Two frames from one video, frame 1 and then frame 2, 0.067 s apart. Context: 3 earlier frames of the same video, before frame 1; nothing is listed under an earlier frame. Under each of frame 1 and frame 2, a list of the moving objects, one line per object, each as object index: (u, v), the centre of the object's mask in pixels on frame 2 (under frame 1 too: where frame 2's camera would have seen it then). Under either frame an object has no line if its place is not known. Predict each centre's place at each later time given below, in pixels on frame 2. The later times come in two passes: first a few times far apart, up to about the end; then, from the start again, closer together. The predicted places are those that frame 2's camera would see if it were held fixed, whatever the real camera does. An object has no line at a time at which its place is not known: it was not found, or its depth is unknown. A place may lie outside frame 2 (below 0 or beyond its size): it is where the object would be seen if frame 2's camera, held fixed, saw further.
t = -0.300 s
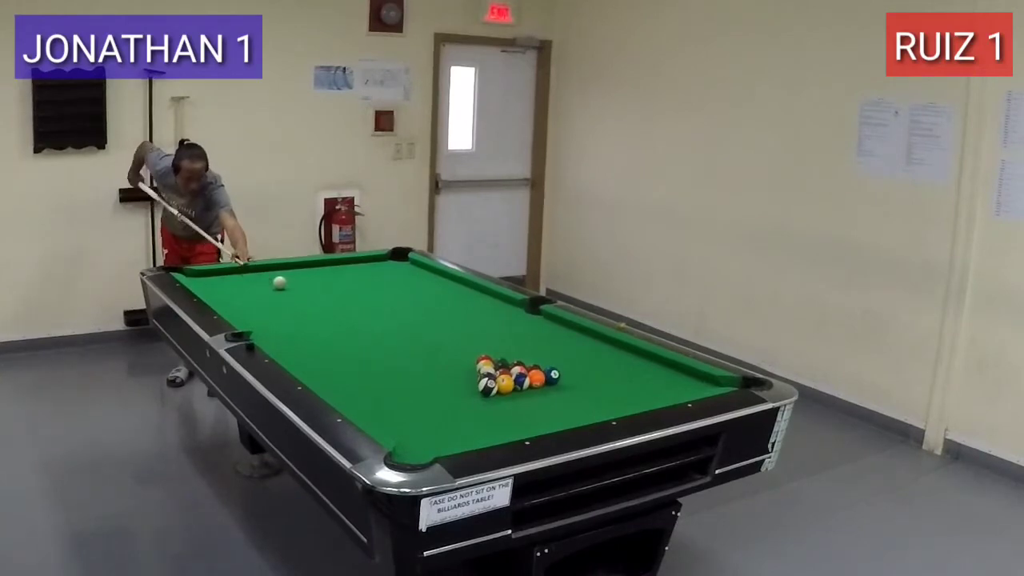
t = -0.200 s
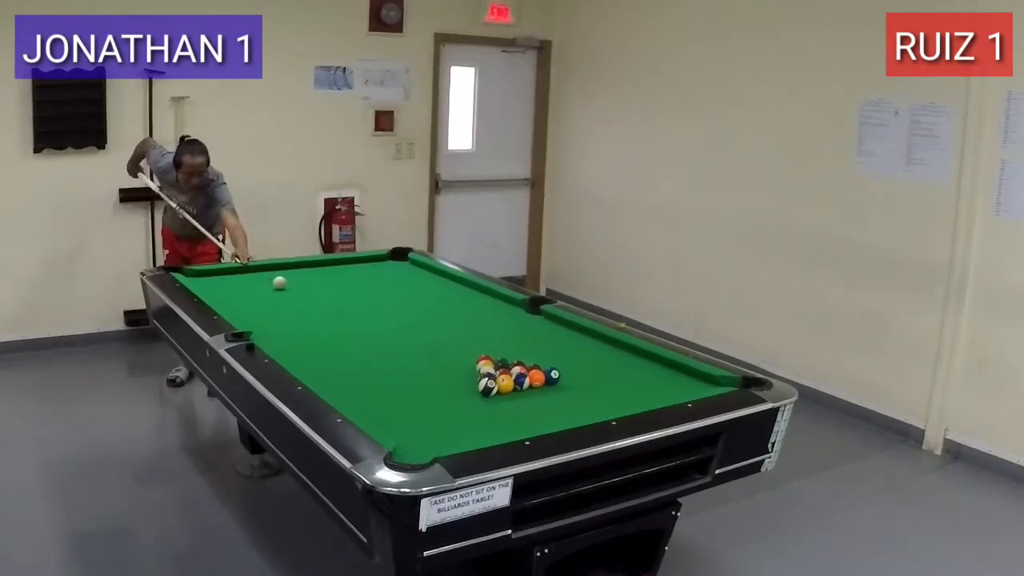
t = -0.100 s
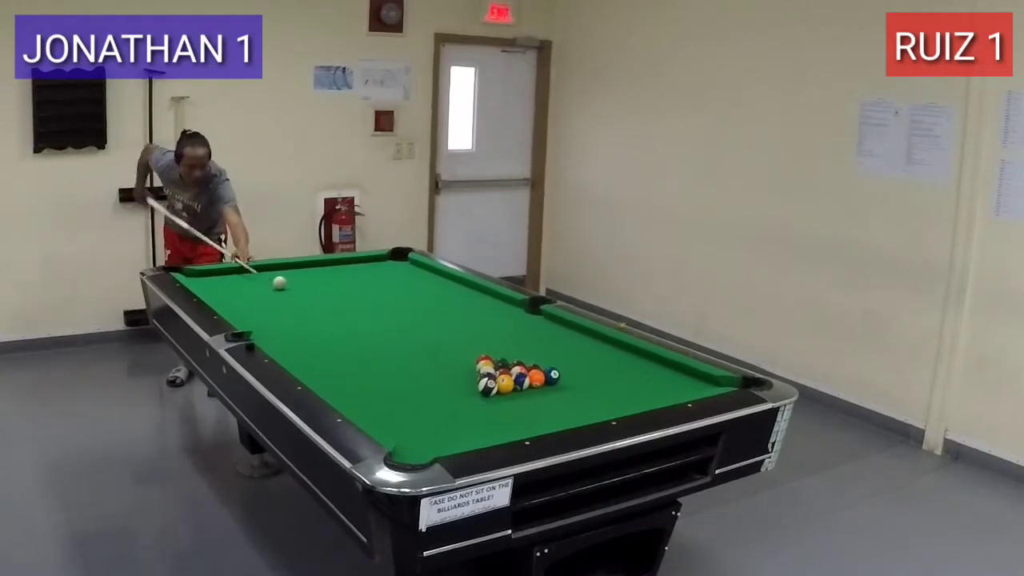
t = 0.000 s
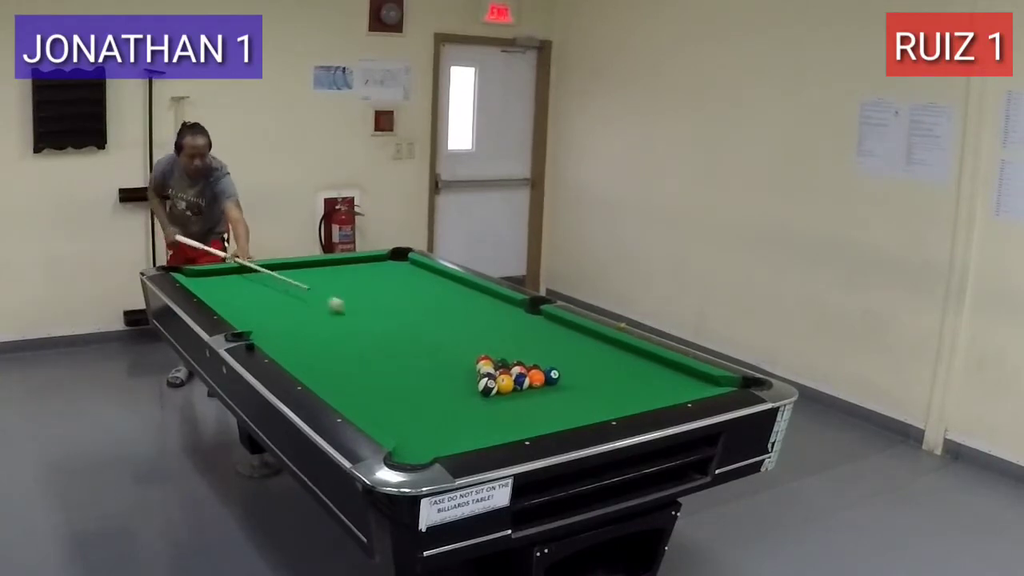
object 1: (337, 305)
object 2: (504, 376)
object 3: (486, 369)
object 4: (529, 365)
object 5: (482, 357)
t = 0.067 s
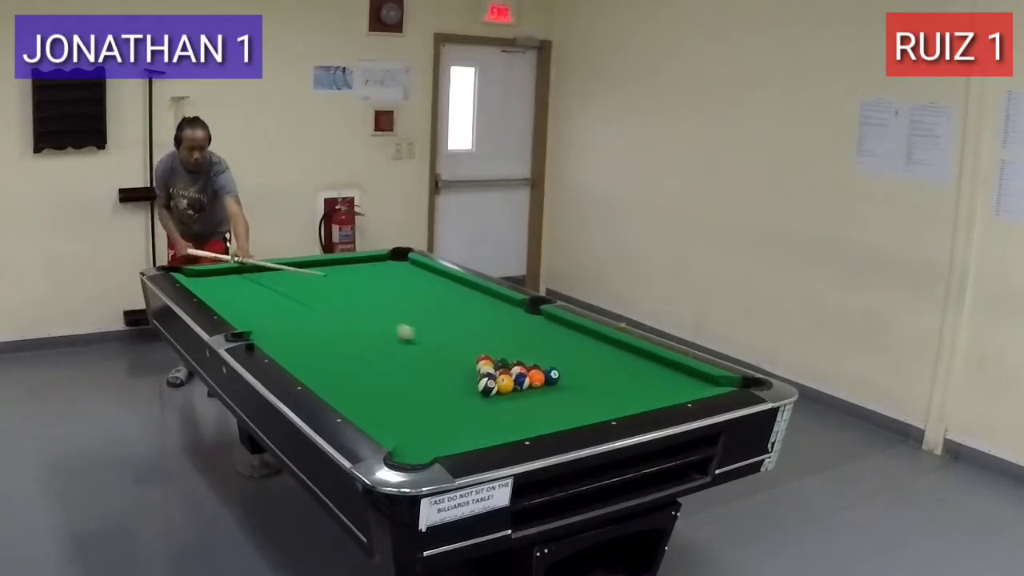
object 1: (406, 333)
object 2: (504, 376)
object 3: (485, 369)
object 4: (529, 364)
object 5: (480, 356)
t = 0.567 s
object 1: (431, 353)
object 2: (532, 418)
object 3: (449, 372)
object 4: (592, 358)
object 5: (448, 356)
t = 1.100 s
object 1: (405, 351)
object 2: (511, 403)
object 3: (414, 375)
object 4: (539, 337)
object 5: (423, 355)
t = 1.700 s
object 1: (386, 349)
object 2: (515, 401)
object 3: (386, 377)
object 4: (472, 317)
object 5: (409, 354)
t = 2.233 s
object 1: (380, 348)
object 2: (515, 401)
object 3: (369, 375)
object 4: (429, 304)
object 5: (406, 354)
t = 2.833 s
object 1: (380, 348)
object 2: (515, 401)
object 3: (361, 374)
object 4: (391, 292)
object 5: (406, 354)
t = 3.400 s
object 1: (380, 348)
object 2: (515, 401)
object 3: (359, 374)
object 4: (366, 284)
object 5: (406, 354)
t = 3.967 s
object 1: (380, 348)
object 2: (515, 401)
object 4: (349, 278)
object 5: (406, 354)
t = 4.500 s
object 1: (381, 348)
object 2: (515, 401)
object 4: (338, 275)
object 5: (406, 354)
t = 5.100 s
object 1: (380, 348)
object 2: (515, 401)
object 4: (332, 274)
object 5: (406, 354)
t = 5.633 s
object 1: (380, 348)
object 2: (515, 401)
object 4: (332, 274)
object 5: (406, 354)
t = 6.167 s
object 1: (380, 348)
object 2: (515, 401)
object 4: (332, 274)
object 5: (406, 354)
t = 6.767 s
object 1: (380, 348)
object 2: (515, 401)
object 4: (332, 274)
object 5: (406, 354)
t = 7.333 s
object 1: (380, 348)
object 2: (515, 401)
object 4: (332, 274)
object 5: (406, 354)
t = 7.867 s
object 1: (380, 348)
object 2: (515, 401)
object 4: (332, 274)
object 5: (406, 354)
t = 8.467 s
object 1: (380, 348)
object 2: (515, 401)
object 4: (332, 274)
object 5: (406, 354)
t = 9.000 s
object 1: (380, 348)
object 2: (515, 401)
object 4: (332, 274)
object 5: (406, 354)
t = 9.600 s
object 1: (381, 348)
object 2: (516, 401)
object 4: (332, 274)
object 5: (406, 354)
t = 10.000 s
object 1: (380, 348)
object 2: (515, 401)
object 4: (332, 274)
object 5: (406, 354)
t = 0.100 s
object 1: (445, 347)
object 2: (504, 376)
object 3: (485, 368)
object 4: (529, 364)
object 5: (481, 356)
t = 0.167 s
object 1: (465, 353)
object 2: (508, 382)
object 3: (478, 369)
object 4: (542, 366)
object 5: (481, 357)
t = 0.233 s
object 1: (454, 354)
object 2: (520, 399)
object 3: (475, 368)
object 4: (552, 365)
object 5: (474, 357)
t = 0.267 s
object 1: (450, 354)
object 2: (524, 404)
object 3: (472, 369)
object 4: (556, 363)
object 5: (471, 357)
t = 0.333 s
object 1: (443, 353)
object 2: (533, 412)
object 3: (467, 370)
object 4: (564, 365)
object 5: (465, 357)
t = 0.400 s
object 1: (439, 353)
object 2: (542, 419)
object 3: (461, 371)
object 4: (573, 363)
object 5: (461, 357)
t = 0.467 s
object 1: (436, 353)
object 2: (543, 421)
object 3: (456, 371)
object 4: (580, 360)
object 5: (456, 356)
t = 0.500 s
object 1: (434, 353)
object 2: (539, 420)
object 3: (453, 371)
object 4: (585, 360)
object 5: (453, 357)
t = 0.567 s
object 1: (431, 353)
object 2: (532, 418)
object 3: (449, 372)
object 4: (592, 358)
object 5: (448, 356)
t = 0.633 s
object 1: (428, 352)
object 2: (525, 416)
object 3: (444, 373)
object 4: (599, 356)
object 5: (443, 356)
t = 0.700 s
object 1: (425, 352)
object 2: (518, 412)
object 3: (439, 373)
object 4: (598, 353)
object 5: (438, 356)
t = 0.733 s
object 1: (423, 352)
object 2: (514, 410)
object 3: (437, 373)
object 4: (590, 351)
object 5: (439, 356)
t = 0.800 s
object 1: (419, 351)
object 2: (508, 407)
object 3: (432, 374)
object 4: (579, 349)
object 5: (434, 356)
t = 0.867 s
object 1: (415, 351)
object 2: (508, 406)
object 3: (428, 374)
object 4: (570, 345)
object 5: (432, 356)
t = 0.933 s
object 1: (412, 351)
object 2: (509, 405)
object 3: (424, 374)
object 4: (560, 343)
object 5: (430, 356)
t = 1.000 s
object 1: (409, 351)
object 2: (509, 405)
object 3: (420, 375)
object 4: (552, 341)
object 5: (427, 355)
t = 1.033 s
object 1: (408, 351)
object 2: (510, 404)
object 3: (417, 375)
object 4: (547, 339)
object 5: (426, 355)
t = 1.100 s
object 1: (405, 351)
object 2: (511, 403)
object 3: (414, 375)
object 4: (539, 337)
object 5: (423, 355)
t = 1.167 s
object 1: (402, 350)
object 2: (512, 403)
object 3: (411, 375)
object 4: (531, 334)
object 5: (421, 355)
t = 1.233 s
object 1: (400, 350)
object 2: (512, 403)
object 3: (407, 376)
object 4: (523, 332)
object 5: (419, 355)
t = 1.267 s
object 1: (398, 350)
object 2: (513, 403)
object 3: (405, 376)
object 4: (519, 331)
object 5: (418, 355)
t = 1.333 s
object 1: (396, 350)
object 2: (513, 402)
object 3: (402, 376)
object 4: (511, 328)
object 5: (416, 355)
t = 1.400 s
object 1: (393, 350)
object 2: (514, 402)
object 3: (398, 376)
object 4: (503, 327)
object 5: (415, 355)
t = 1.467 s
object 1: (392, 349)
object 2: (514, 402)
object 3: (395, 376)
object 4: (497, 324)
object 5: (413, 354)
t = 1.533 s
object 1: (390, 349)
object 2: (514, 401)
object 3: (393, 377)
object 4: (490, 322)
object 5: (412, 354)
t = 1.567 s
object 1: (389, 349)
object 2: (515, 401)
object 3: (391, 377)
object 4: (487, 321)
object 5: (411, 354)
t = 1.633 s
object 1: (387, 349)
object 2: (515, 401)
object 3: (389, 377)
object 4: (479, 319)
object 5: (410, 354)
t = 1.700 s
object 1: (386, 349)
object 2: (515, 401)
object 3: (386, 377)
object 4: (472, 317)
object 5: (409, 354)
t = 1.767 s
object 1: (384, 349)
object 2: (515, 401)
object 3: (383, 376)
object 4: (467, 315)
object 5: (408, 354)
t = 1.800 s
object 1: (384, 348)
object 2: (515, 401)
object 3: (382, 376)
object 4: (464, 315)
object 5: (408, 354)
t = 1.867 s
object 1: (383, 348)
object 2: (515, 401)
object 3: (380, 376)
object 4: (459, 313)
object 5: (407, 354)
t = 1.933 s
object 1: (382, 348)
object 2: (515, 401)
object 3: (378, 376)
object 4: (452, 311)
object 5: (407, 354)
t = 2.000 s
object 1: (381, 348)
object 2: (515, 401)
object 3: (376, 376)
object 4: (446, 309)
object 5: (406, 354)
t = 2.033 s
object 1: (381, 348)
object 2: (515, 401)
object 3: (375, 376)
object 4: (443, 308)
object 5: (406, 354)
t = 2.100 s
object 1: (380, 348)
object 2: (515, 401)
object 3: (373, 376)
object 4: (437, 307)
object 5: (406, 354)
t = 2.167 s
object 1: (380, 348)
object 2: (515, 401)
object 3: (370, 376)
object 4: (434, 305)
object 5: (406, 354)
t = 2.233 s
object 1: (380, 348)
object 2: (515, 401)
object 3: (369, 375)
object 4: (429, 304)
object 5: (406, 354)
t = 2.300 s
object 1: (380, 348)
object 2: (515, 401)
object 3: (368, 375)
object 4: (424, 303)
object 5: (406, 354)
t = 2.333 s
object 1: (380, 348)
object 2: (515, 401)
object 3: (368, 375)
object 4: (421, 302)
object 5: (406, 354)
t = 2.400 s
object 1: (380, 348)
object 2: (515, 401)
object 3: (367, 375)
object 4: (417, 300)
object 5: (406, 354)
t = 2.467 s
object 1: (380, 348)
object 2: (515, 401)
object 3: (366, 375)
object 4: (412, 299)
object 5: (406, 354)
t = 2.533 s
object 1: (380, 348)
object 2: (515, 401)
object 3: (364, 375)
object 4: (407, 298)
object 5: (406, 354)
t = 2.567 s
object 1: (381, 348)
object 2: (515, 401)
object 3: (364, 375)
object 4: (406, 298)
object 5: (406, 354)
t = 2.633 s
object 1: (381, 348)
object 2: (515, 401)
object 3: (363, 374)
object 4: (402, 296)
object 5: (406, 354)
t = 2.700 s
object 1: (381, 348)
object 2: (515, 401)
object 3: (362, 374)
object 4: (398, 294)
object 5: (406, 354)
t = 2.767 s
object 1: (381, 348)
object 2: (515, 401)
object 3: (362, 374)
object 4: (394, 293)
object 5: (406, 354)
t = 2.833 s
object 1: (380, 348)
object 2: (515, 401)
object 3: (361, 374)
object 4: (391, 292)
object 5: (406, 354)
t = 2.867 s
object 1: (380, 348)
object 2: (515, 401)
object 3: (361, 374)
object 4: (389, 291)
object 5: (406, 354)
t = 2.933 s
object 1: (380, 348)
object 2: (515, 401)
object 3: (360, 374)
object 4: (385, 290)
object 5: (406, 354)
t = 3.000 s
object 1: (380, 348)
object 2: (515, 401)
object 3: (360, 374)
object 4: (381, 289)
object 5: (406, 354)
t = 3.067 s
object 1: (381, 348)
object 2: (515, 401)
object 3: (360, 374)
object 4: (379, 289)
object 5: (406, 354)
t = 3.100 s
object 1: (380, 348)
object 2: (515, 401)
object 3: (360, 374)
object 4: (377, 288)
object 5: (406, 354)
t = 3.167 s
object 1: (380, 348)
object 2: (515, 401)
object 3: (360, 374)
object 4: (375, 287)
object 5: (406, 354)
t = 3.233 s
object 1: (380, 348)
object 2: (515, 401)
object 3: (360, 374)
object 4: (372, 286)
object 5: (406, 354)
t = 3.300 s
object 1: (380, 348)
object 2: (515, 401)
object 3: (359, 374)
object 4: (370, 285)
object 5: (406, 354)
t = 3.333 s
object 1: (380, 348)
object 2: (515, 401)
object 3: (359, 374)
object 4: (368, 285)
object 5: (406, 354)
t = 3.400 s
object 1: (380, 348)
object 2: (515, 401)
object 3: (359, 374)
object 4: (366, 284)
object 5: (406, 354)
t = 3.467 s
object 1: (380, 348)
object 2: (515, 401)
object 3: (359, 374)
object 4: (363, 283)
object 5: (406, 354)
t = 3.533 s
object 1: (380, 348)
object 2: (515, 401)
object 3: (359, 374)
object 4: (360, 282)
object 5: (406, 354)
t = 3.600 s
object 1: (380, 348)
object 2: (515, 401)
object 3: (359, 374)
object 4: (358, 281)
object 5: (406, 354)
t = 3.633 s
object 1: (380, 348)
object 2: (515, 401)
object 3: (359, 374)
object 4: (356, 281)
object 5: (406, 354)
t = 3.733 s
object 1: (380, 348)
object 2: (515, 401)
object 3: (359, 374)
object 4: (354, 281)
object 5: (406, 354)
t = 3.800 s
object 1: (380, 348)
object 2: (515, 401)
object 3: (360, 373)
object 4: (353, 280)
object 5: (406, 354)
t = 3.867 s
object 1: (380, 348)
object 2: (515, 401)
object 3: (360, 374)
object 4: (351, 279)
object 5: (406, 354)
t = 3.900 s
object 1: (380, 348)
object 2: (515, 401)
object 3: (360, 374)
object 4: (351, 279)
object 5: (406, 354)
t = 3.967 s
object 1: (380, 348)
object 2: (515, 401)
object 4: (349, 278)
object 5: (406, 354)
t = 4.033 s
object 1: (380, 348)
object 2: (515, 401)
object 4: (347, 278)
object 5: (406, 354)
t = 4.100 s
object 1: (380, 348)
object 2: (515, 401)
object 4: (346, 278)
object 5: (406, 354)
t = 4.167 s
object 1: (380, 348)
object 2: (516, 401)
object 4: (344, 277)
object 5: (406, 354)
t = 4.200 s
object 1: (380, 348)
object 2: (515, 401)
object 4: (344, 277)
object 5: (406, 354)
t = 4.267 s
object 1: (380, 348)
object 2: (515, 401)
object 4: (342, 276)
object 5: (406, 354)
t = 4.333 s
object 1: (380, 348)
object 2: (515, 401)
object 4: (341, 275)
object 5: (406, 354)
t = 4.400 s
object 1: (380, 348)
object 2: (515, 401)
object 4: (339, 275)
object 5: (406, 354)
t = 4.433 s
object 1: (380, 348)
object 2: (515, 401)
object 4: (339, 275)
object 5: (406, 354)
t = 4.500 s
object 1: (381, 348)
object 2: (515, 401)
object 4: (338, 275)
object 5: (406, 354)
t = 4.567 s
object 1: (381, 348)
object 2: (515, 401)
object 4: (337, 275)
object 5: (406, 354)
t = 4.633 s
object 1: (380, 348)
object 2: (515, 401)
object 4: (336, 274)
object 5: (406, 354)
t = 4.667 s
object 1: (381, 348)
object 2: (515, 401)
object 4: (335, 274)
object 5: (406, 354)
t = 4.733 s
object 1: (380, 348)
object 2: (515, 401)
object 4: (334, 274)
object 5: (406, 354)
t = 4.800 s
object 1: (380, 348)
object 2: (515, 401)
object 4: (334, 274)
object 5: (406, 354)
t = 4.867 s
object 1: (380, 348)
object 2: (515, 401)
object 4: (333, 274)
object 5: (406, 354)
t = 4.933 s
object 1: (380, 348)
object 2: (515, 401)
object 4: (332, 274)
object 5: (406, 354)
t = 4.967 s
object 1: (380, 348)
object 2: (515, 401)
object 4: (332, 274)
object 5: (406, 354)
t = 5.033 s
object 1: (380, 348)
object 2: (515, 401)
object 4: (332, 274)
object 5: (406, 354)
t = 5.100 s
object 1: (380, 348)
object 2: (515, 401)
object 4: (332, 274)
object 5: (406, 354)
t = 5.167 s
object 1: (380, 348)
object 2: (515, 401)
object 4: (332, 274)
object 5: (406, 354)
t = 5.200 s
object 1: (380, 348)
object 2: (515, 401)
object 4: (332, 274)
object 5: (406, 354)
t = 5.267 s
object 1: (380, 348)
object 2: (515, 401)
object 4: (332, 274)
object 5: (406, 354)
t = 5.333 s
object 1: (380, 348)
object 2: (515, 401)
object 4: (332, 274)
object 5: (406, 354)
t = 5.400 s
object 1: (380, 348)
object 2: (515, 401)
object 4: (332, 274)
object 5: (406, 354)
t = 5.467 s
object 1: (380, 348)
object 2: (515, 401)
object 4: (332, 274)
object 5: (406, 354)
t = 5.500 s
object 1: (380, 348)
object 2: (515, 401)
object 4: (332, 274)
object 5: (406, 354)
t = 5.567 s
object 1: (380, 348)
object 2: (515, 401)
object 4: (332, 274)
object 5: (406, 354)
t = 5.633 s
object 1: (380, 348)
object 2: (515, 401)
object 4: (332, 274)
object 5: (406, 354)
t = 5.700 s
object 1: (380, 348)
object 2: (515, 401)
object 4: (332, 274)
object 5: (406, 354)
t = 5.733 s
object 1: (380, 348)
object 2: (515, 401)
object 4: (332, 274)
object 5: (406, 354)
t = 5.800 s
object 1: (380, 348)
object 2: (515, 401)
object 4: (332, 274)
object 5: (406, 354)
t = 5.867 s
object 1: (380, 348)
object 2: (515, 401)
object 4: (332, 274)
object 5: (406, 354)
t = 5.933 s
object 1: (380, 348)
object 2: (515, 401)
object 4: (332, 274)
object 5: (406, 354)
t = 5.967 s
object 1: (380, 348)
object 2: (515, 401)
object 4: (332, 274)
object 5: (406, 354)
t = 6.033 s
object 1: (380, 348)
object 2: (515, 401)
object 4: (332, 274)
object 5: (406, 354)
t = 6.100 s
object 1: (380, 348)
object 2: (515, 401)
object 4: (332, 274)
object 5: (406, 354)
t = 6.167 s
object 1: (380, 348)
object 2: (515, 401)
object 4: (332, 274)
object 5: (406, 354)
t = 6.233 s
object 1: (380, 348)
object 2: (515, 401)
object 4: (332, 274)
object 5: (406, 354)
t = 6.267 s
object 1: (380, 348)
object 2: (515, 401)
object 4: (332, 274)
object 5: (406, 354)
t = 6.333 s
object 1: (380, 348)
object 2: (515, 401)
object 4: (332, 274)
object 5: (406, 354)
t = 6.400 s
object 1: (380, 348)
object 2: (515, 401)
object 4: (332, 274)
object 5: (406, 354)
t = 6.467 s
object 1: (380, 348)
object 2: (515, 401)
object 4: (332, 274)
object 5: (406, 354)
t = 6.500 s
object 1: (380, 348)
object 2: (515, 401)
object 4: (332, 274)
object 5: (406, 354)
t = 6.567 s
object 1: (380, 348)
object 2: (515, 401)
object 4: (332, 274)
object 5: (406, 354)
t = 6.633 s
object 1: (380, 348)
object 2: (515, 401)
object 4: (332, 274)
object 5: (406, 354)
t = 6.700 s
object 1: (380, 348)
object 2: (515, 401)
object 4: (332, 274)
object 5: (406, 354)
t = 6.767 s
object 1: (380, 348)
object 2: (515, 401)
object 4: (332, 274)
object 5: (406, 354)
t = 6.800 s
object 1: (380, 348)
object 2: (515, 401)
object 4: (332, 274)
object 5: (406, 354)
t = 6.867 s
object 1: (380, 348)
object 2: (515, 401)
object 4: (332, 274)
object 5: (406, 354)
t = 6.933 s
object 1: (380, 348)
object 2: (515, 401)
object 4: (332, 274)
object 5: (406, 354)
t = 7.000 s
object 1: (380, 348)
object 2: (515, 401)
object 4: (332, 274)
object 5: (406, 354)
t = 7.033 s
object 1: (380, 348)
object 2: (515, 401)
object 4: (332, 274)
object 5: (406, 354)
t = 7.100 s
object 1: (380, 348)
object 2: (515, 401)
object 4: (332, 274)
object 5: (406, 354)
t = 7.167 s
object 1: (380, 348)
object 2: (515, 401)
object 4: (332, 274)
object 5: (406, 354)
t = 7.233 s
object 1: (380, 348)
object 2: (515, 401)
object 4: (332, 274)
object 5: (406, 354)
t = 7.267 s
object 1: (380, 348)
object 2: (515, 401)
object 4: (332, 274)
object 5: (406, 354)
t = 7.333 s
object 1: (380, 348)
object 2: (515, 401)
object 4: (332, 274)
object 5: (406, 354)
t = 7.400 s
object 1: (380, 348)
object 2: (515, 401)
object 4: (332, 274)
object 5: (406, 354)
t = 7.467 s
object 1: (380, 348)
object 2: (515, 401)
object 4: (332, 274)
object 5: (406, 354)
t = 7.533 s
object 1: (380, 348)
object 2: (515, 401)
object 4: (332, 274)
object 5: (406, 354)
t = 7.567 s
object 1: (380, 348)
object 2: (516, 401)
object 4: (332, 274)
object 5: (406, 354)
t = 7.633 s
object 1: (380, 348)
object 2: (515, 401)
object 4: (332, 274)
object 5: (406, 354)
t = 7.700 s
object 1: (380, 348)
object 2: (515, 401)
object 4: (332, 274)
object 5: (406, 354)
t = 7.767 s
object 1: (380, 348)
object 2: (516, 401)
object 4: (332, 274)
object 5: (406, 354)
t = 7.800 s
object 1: (380, 348)
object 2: (515, 401)
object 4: (332, 274)
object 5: (405, 354)
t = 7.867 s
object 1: (380, 348)
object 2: (515, 401)
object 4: (332, 274)
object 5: (406, 354)
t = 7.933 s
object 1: (380, 348)
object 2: (515, 401)
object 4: (332, 274)
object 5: (406, 354)
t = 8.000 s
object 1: (380, 348)
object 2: (515, 401)
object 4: (332, 274)
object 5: (406, 354)
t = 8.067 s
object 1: (380, 348)
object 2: (515, 401)
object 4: (332, 274)
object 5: (406, 354)
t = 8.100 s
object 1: (380, 348)
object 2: (515, 401)
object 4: (332, 274)
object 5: (406, 354)
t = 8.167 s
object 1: (380, 348)
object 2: (515, 401)
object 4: (332, 274)
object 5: (405, 354)
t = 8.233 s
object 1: (380, 348)
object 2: (515, 401)
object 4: (332, 274)
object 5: (406, 354)
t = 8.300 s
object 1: (380, 348)
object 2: (515, 401)
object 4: (332, 274)
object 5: (406, 354)
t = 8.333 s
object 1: (380, 348)
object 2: (515, 401)
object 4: (332, 274)
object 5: (406, 354)
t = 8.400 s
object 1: (380, 348)
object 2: (515, 401)
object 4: (332, 274)
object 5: (406, 354)
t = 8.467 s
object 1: (380, 348)
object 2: (515, 401)
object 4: (332, 274)
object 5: (406, 354)
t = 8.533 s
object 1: (380, 348)
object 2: (515, 401)
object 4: (332, 274)
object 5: (406, 354)
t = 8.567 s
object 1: (380, 348)
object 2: (515, 401)
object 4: (332, 274)
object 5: (406, 354)
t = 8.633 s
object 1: (380, 348)
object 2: (515, 401)
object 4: (332, 274)
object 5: (406, 354)
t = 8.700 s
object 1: (380, 348)
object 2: (515, 401)
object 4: (332, 274)
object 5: (406, 354)
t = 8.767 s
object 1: (380, 348)
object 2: (515, 401)
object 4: (332, 274)
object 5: (406, 354)
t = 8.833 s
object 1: (380, 348)
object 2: (515, 401)
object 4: (332, 274)
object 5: (406, 354)
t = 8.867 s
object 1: (380, 348)
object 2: (515, 401)
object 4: (332, 274)
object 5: (406, 354)
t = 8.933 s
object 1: (380, 348)
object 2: (515, 401)
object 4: (332, 274)
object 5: (406, 354)
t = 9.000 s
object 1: (380, 348)
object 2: (515, 401)
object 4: (332, 274)
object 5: (406, 354)
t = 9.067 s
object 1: (380, 348)
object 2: (515, 401)
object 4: (332, 274)
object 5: (406, 354)
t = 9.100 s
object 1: (381, 348)
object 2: (515, 401)
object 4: (332, 274)
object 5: (406, 354)
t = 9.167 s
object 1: (380, 348)
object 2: (515, 401)
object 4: (332, 274)
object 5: (406, 354)
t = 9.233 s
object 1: (381, 348)
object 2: (515, 401)
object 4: (332, 274)
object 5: (406, 354)
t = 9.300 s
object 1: (380, 348)
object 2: (515, 401)
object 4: (332, 274)
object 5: (406, 354)
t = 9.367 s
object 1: (380, 348)
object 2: (515, 401)
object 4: (332, 274)
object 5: (406, 354)
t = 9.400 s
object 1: (380, 348)
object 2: (515, 401)
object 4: (332, 274)
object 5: (406, 354)
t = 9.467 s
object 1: (380, 348)
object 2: (515, 401)
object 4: (332, 274)
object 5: (406, 354)
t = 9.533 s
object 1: (380, 348)
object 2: (515, 401)
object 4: (332, 274)
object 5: (406, 354)
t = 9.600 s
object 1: (381, 348)
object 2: (516, 401)
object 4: (332, 274)
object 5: (406, 354)
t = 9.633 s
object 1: (380, 348)
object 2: (515, 401)
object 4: (332, 274)
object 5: (406, 354)
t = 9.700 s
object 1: (381, 348)
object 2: (515, 401)
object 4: (332, 274)
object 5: (406, 354)
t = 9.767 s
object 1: (381, 348)
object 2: (515, 401)
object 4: (332, 274)
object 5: (406, 354)
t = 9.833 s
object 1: (381, 348)
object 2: (515, 401)
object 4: (332, 274)
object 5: (406, 354)
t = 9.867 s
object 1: (381, 348)
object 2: (515, 401)
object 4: (332, 274)
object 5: (406, 354)
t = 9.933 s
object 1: (381, 348)
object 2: (515, 401)
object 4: (332, 274)
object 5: (406, 354)
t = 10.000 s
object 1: (380, 348)
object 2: (515, 401)
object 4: (332, 274)
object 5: (406, 354)
